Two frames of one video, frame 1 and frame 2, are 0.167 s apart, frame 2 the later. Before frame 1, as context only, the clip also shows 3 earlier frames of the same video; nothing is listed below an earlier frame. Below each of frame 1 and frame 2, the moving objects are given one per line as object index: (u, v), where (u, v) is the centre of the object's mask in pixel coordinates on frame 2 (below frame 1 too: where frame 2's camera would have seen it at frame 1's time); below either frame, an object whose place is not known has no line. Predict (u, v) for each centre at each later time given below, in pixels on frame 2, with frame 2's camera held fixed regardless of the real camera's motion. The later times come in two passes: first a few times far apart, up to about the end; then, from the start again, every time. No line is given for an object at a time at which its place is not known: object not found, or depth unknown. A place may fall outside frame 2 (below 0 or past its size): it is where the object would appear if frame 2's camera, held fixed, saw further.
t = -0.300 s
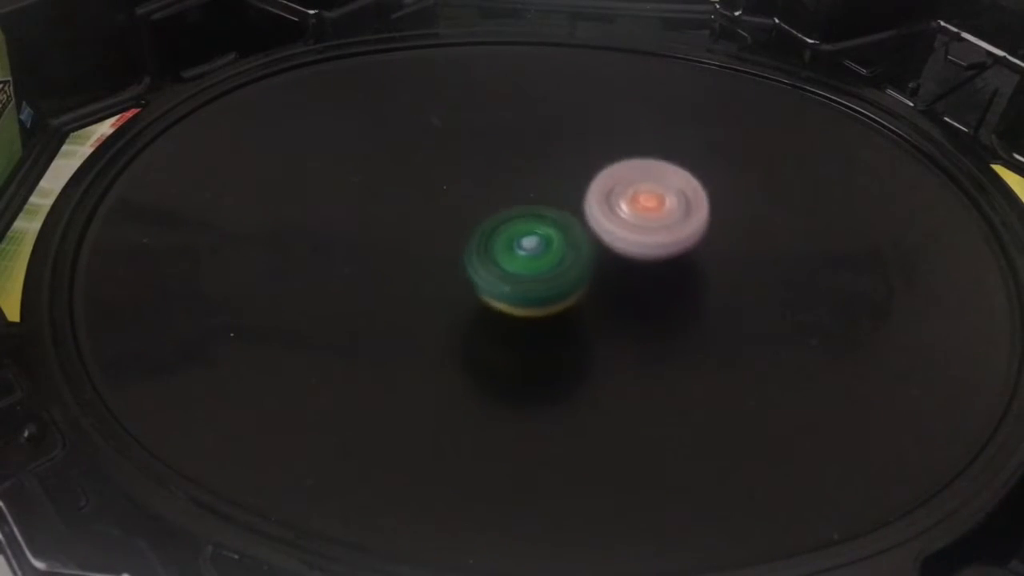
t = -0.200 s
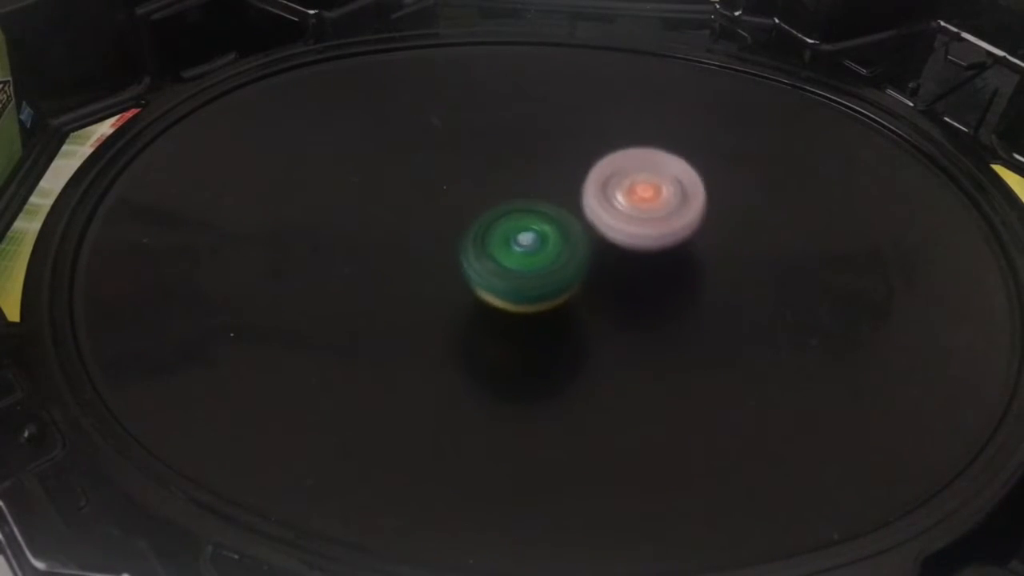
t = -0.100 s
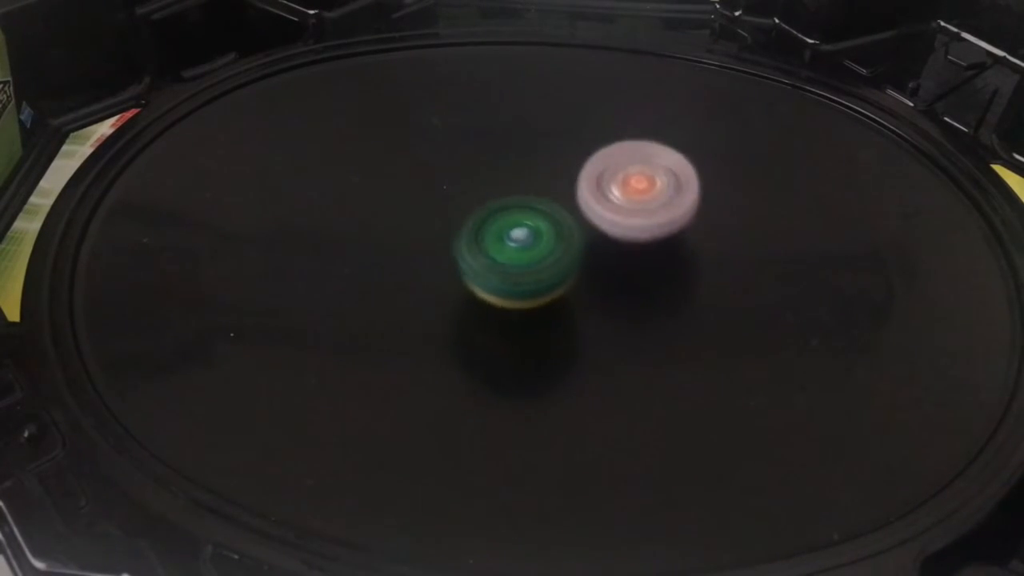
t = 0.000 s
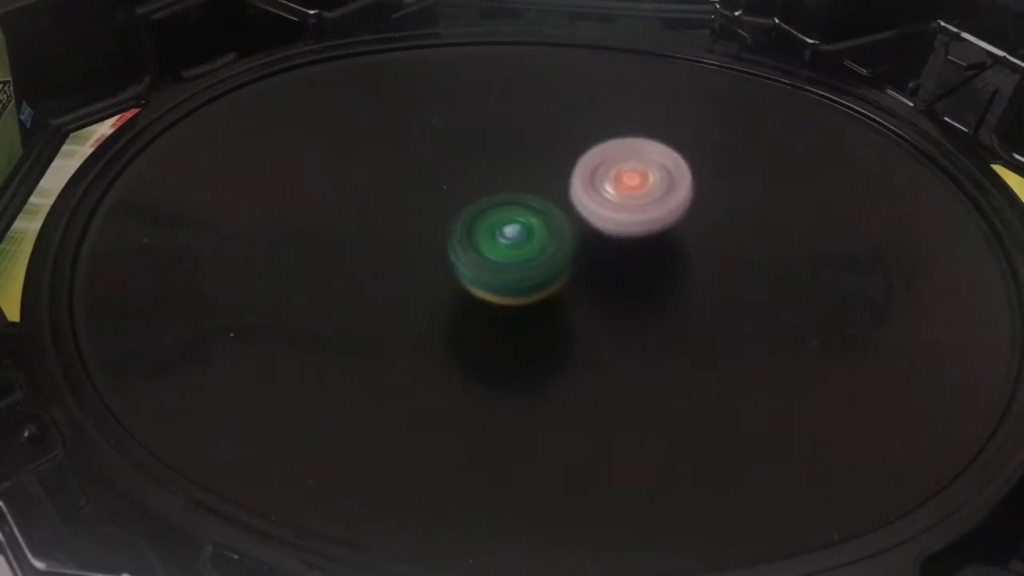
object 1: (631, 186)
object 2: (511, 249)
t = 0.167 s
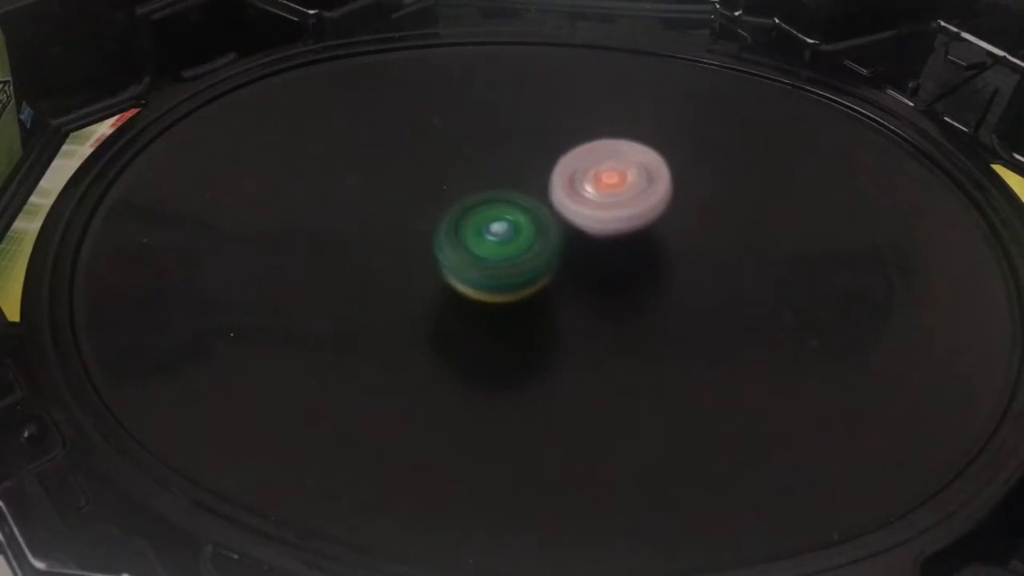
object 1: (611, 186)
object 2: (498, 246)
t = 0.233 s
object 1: (602, 187)
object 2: (491, 246)
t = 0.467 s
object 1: (573, 190)
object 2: (460, 261)
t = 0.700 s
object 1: (544, 188)
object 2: (447, 277)
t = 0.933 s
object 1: (529, 187)
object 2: (463, 286)
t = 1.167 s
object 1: (528, 182)
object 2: (497, 286)
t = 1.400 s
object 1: (533, 180)
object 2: (538, 287)
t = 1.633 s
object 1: (534, 183)
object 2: (580, 282)
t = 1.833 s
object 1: (517, 170)
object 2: (616, 288)
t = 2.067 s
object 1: (499, 176)
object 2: (621, 274)
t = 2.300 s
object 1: (478, 201)
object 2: (595, 254)
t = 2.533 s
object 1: (434, 213)
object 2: (569, 249)
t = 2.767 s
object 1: (410, 216)
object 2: (549, 259)
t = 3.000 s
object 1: (417, 226)
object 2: (541, 277)
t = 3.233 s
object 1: (409, 237)
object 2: (583, 296)
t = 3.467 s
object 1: (420, 259)
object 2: (607, 280)
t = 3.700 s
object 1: (442, 284)
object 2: (592, 250)
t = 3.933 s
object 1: (463, 303)
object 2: (550, 232)
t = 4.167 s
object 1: (458, 323)
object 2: (509, 231)
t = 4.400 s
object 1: (459, 327)
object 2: (484, 231)
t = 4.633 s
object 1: (478, 334)
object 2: (477, 228)
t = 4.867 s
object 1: (512, 335)
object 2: (488, 223)
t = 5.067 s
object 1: (549, 328)
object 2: (502, 226)
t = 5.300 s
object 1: (591, 320)
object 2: (516, 229)
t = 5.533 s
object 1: (628, 311)
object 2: (531, 227)
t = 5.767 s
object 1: (649, 298)
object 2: (544, 220)
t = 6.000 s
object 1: (664, 285)
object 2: (551, 220)
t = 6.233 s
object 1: (674, 273)
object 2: (540, 229)
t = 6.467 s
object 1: (674, 265)
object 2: (526, 247)
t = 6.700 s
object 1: (670, 250)
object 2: (522, 264)
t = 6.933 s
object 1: (671, 232)
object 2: (523, 282)
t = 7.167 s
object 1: (683, 219)
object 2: (509, 296)
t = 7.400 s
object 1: (659, 221)
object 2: (508, 295)
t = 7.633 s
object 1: (606, 206)
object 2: (510, 277)
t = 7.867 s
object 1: (580, 173)
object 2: (492, 276)
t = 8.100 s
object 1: (573, 172)
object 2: (472, 279)
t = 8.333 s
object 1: (552, 186)
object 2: (471, 279)
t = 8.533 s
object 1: (558, 164)
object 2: (471, 293)
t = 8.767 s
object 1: (542, 175)
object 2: (488, 279)
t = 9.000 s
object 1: (543, 176)
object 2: (480, 285)
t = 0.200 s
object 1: (606, 187)
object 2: (494, 246)
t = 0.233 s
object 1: (602, 187)
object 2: (491, 246)
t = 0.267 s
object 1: (600, 187)
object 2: (485, 249)
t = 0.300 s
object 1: (597, 188)
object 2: (479, 252)
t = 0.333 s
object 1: (591, 188)
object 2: (474, 254)
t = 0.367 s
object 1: (587, 188)
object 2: (471, 256)
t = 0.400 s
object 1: (582, 189)
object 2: (467, 258)
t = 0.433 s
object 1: (577, 189)
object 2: (463, 260)
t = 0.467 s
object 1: (573, 190)
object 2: (460, 261)
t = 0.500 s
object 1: (566, 191)
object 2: (458, 263)
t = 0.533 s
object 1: (559, 192)
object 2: (456, 264)
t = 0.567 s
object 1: (553, 192)
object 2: (454, 266)
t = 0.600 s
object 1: (548, 193)
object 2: (454, 267)
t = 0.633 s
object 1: (549, 190)
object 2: (449, 272)
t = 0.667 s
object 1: (548, 188)
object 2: (448, 276)
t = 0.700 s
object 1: (544, 188)
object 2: (447, 277)
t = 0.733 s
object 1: (542, 186)
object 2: (447, 279)
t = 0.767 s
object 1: (540, 185)
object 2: (448, 281)
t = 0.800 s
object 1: (537, 185)
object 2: (450, 283)
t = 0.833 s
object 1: (536, 185)
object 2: (452, 284)
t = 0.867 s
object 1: (534, 186)
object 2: (455, 286)
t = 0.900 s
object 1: (531, 186)
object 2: (459, 286)
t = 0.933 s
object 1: (529, 187)
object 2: (463, 286)
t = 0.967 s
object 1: (527, 189)
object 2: (468, 285)
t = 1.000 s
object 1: (528, 186)
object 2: (471, 288)
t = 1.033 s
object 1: (529, 184)
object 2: (476, 289)
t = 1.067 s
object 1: (527, 185)
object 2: (481, 288)
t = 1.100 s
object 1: (526, 184)
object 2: (486, 287)
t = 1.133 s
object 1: (526, 183)
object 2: (491, 286)
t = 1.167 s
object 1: (528, 182)
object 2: (497, 286)
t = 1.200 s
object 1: (528, 182)
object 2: (503, 286)
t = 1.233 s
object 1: (531, 181)
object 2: (508, 286)
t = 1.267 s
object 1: (530, 181)
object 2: (513, 285)
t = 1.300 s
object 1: (530, 181)
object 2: (520, 285)
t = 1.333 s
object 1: (532, 180)
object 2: (526, 286)
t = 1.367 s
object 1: (535, 179)
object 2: (533, 287)
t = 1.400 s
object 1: (533, 180)
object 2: (538, 287)
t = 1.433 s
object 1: (534, 181)
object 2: (544, 287)
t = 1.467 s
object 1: (535, 181)
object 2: (551, 287)
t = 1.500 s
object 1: (536, 179)
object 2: (558, 288)
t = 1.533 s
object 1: (536, 181)
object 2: (564, 287)
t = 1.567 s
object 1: (534, 181)
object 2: (568, 286)
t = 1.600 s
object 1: (535, 182)
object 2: (574, 284)
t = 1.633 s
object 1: (534, 183)
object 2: (580, 282)
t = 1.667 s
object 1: (534, 185)
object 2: (585, 281)
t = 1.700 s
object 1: (529, 178)
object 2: (595, 285)
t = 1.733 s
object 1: (526, 173)
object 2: (603, 287)
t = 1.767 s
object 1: (523, 173)
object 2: (606, 288)
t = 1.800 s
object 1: (520, 172)
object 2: (611, 288)
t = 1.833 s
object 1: (517, 170)
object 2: (616, 288)
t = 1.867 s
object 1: (514, 170)
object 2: (618, 287)
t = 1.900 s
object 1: (512, 170)
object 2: (621, 286)
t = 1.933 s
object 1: (509, 170)
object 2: (623, 284)
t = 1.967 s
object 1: (507, 171)
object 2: (623, 282)
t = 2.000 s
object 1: (505, 173)
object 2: (624, 279)
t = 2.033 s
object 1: (502, 174)
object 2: (623, 277)
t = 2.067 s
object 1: (499, 176)
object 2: (621, 274)
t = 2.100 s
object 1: (498, 179)
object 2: (619, 270)
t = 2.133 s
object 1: (494, 181)
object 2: (617, 268)
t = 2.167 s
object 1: (491, 185)
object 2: (612, 265)
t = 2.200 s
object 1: (489, 189)
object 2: (608, 261)
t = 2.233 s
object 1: (485, 192)
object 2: (604, 259)
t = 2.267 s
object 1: (481, 197)
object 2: (600, 257)
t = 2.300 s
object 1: (478, 201)
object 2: (595, 254)
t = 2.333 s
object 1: (472, 204)
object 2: (591, 251)
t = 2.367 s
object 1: (464, 206)
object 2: (588, 249)
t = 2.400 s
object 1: (458, 207)
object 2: (585, 248)
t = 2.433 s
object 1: (452, 210)
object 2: (581, 248)
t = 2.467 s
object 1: (445, 211)
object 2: (577, 248)
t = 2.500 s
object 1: (439, 212)
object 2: (574, 248)
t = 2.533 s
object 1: (434, 213)
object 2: (569, 249)
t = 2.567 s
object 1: (429, 214)
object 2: (566, 249)
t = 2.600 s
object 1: (424, 214)
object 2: (563, 250)
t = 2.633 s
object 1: (420, 214)
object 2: (559, 252)
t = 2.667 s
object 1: (416, 214)
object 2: (557, 253)
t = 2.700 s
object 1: (414, 215)
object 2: (554, 255)
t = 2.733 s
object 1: (412, 215)
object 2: (551, 257)
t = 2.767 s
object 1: (410, 216)
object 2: (549, 259)
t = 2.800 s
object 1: (410, 216)
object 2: (546, 261)
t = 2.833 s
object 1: (409, 217)
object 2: (544, 264)
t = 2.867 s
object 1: (410, 219)
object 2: (543, 266)
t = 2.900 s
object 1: (412, 220)
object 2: (542, 269)
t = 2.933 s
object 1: (412, 222)
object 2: (541, 272)
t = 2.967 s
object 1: (415, 224)
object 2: (541, 275)
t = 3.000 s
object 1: (417, 226)
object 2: (541, 277)
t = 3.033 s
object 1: (420, 230)
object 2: (542, 280)
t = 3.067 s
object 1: (414, 230)
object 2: (551, 285)
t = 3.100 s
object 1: (409, 227)
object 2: (562, 290)
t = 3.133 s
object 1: (409, 228)
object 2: (568, 292)
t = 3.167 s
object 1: (410, 232)
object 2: (572, 294)
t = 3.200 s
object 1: (408, 235)
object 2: (578, 296)
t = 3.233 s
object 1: (409, 237)
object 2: (583, 296)
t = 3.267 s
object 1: (411, 240)
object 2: (589, 295)
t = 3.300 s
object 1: (409, 243)
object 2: (593, 295)
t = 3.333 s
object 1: (411, 246)
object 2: (597, 292)
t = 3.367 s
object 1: (414, 249)
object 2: (601, 290)
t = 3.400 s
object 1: (414, 253)
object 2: (603, 287)
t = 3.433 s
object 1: (417, 256)
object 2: (606, 283)
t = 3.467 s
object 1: (420, 259)
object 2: (607, 280)
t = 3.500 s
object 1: (422, 263)
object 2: (606, 276)
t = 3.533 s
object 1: (425, 266)
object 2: (607, 272)
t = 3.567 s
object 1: (428, 269)
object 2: (605, 268)
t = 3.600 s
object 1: (431, 274)
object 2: (602, 263)
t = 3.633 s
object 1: (435, 276)
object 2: (600, 259)
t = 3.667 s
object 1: (437, 280)
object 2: (596, 254)
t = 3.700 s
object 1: (442, 284)
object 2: (592, 250)
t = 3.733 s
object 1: (444, 286)
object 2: (588, 246)
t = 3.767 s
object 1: (447, 290)
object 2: (581, 243)
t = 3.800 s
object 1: (452, 292)
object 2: (575, 240)
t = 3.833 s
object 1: (455, 295)
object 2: (569, 238)
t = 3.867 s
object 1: (459, 298)
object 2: (563, 236)
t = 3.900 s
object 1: (463, 300)
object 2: (558, 233)
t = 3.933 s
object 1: (463, 303)
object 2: (550, 232)
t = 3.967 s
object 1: (460, 308)
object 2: (544, 229)
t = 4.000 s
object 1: (457, 312)
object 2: (535, 228)
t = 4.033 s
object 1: (458, 315)
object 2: (530, 229)
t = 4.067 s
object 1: (459, 318)
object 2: (525, 228)
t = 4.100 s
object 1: (458, 320)
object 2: (518, 229)
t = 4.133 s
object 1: (458, 322)
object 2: (513, 229)
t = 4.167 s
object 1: (458, 323)
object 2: (509, 231)
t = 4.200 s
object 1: (458, 323)
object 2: (503, 232)
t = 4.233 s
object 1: (456, 328)
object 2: (499, 232)
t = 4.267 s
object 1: (451, 329)
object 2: (494, 231)
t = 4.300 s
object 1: (453, 327)
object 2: (491, 232)
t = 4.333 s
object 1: (458, 327)
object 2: (490, 231)
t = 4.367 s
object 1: (458, 328)
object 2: (486, 231)
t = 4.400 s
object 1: (459, 327)
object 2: (484, 231)
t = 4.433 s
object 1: (458, 328)
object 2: (482, 231)
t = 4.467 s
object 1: (459, 327)
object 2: (480, 230)
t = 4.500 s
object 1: (466, 328)
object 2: (480, 230)
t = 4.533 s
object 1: (468, 329)
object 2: (479, 230)
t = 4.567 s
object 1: (472, 328)
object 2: (479, 229)
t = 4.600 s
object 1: (477, 329)
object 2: (479, 229)
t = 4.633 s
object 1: (478, 334)
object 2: (477, 228)
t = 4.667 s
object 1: (480, 332)
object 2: (478, 227)
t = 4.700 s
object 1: (486, 331)
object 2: (480, 225)
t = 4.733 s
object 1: (493, 334)
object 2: (481, 224)
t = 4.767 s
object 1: (496, 334)
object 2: (482, 224)
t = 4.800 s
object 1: (501, 334)
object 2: (485, 224)
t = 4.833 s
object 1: (509, 333)
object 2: (486, 223)
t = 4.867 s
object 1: (512, 335)
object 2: (488, 223)
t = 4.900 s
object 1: (518, 334)
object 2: (491, 224)
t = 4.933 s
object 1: (525, 332)
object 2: (493, 223)
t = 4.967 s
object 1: (531, 333)
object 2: (496, 224)
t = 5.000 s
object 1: (536, 331)
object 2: (498, 224)
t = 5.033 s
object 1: (541, 330)
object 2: (501, 225)
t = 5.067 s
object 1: (549, 328)
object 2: (502, 226)
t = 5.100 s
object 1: (554, 328)
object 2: (504, 226)
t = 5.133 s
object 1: (561, 326)
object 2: (507, 227)
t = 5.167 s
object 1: (567, 324)
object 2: (508, 227)
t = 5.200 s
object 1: (573, 324)
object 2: (510, 228)
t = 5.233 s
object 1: (579, 323)
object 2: (512, 229)
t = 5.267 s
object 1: (584, 322)
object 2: (514, 229)
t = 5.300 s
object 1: (591, 320)
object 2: (516, 229)
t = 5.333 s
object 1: (596, 318)
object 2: (519, 229)
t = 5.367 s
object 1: (602, 318)
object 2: (521, 229)
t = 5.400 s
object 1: (608, 316)
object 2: (523, 229)
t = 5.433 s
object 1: (612, 315)
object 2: (526, 229)
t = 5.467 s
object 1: (619, 314)
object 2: (528, 229)
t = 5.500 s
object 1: (622, 313)
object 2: (530, 227)
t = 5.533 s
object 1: (628, 311)
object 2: (531, 227)
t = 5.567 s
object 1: (632, 309)
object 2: (533, 225)
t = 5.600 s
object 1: (635, 308)
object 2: (534, 224)
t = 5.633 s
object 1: (638, 306)
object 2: (536, 223)
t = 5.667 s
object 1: (640, 304)
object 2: (539, 222)
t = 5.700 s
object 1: (645, 302)
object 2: (540, 221)
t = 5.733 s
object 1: (646, 300)
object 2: (543, 220)
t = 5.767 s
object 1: (649, 298)
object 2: (544, 220)
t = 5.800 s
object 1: (651, 295)
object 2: (547, 219)
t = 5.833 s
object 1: (652, 294)
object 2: (548, 219)
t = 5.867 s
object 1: (654, 290)
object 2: (549, 219)
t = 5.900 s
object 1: (654, 287)
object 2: (551, 219)
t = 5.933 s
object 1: (657, 284)
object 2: (552, 220)
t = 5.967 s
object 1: (659, 281)
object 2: (554, 220)
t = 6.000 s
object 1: (664, 285)
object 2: (551, 220)
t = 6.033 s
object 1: (663, 283)
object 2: (550, 221)
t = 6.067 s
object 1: (664, 281)
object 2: (549, 222)
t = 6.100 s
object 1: (669, 278)
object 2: (548, 222)
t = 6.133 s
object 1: (671, 278)
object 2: (546, 224)
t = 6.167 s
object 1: (672, 277)
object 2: (546, 226)
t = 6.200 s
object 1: (673, 274)
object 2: (543, 227)
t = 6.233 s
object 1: (674, 273)
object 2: (540, 229)
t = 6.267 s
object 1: (674, 273)
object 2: (539, 232)
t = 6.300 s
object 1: (671, 271)
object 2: (536, 234)
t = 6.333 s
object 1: (671, 268)
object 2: (536, 236)
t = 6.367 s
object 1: (669, 266)
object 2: (534, 239)
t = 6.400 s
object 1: (667, 264)
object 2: (535, 241)
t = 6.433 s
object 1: (672, 263)
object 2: (529, 244)
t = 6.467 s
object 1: (674, 265)
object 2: (526, 247)
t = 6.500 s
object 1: (672, 263)
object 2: (525, 249)
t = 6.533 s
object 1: (672, 260)
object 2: (523, 251)
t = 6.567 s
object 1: (675, 258)
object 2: (521, 254)
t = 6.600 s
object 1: (673, 257)
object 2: (521, 257)
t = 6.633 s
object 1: (671, 255)
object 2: (522, 259)
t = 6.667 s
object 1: (670, 251)
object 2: (521, 261)
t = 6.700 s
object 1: (670, 250)
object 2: (522, 264)
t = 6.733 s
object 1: (667, 248)
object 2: (523, 267)
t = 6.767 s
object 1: (663, 246)
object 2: (525, 268)
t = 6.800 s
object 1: (662, 243)
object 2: (526, 271)
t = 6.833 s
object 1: (663, 241)
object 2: (527, 273)
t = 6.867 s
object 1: (663, 239)
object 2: (528, 276)
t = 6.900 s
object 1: (660, 236)
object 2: (531, 277)
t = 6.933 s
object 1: (671, 232)
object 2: (523, 282)
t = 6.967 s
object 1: (676, 229)
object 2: (520, 285)
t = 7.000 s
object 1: (679, 228)
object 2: (518, 288)
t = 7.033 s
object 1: (679, 223)
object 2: (517, 289)
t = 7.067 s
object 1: (682, 222)
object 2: (514, 291)
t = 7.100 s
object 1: (683, 220)
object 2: (512, 294)
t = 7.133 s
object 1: (684, 220)
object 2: (511, 295)
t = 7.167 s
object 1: (683, 219)
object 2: (509, 296)
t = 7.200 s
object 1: (682, 219)
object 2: (508, 298)
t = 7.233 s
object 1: (681, 219)
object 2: (508, 298)
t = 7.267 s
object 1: (678, 220)
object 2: (508, 298)
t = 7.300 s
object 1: (675, 220)
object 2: (507, 298)
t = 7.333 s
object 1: (670, 221)
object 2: (508, 298)
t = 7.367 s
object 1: (666, 221)
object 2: (507, 296)
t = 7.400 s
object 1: (659, 221)
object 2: (508, 295)
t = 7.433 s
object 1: (654, 221)
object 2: (508, 293)
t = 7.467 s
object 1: (645, 220)
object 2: (508, 290)
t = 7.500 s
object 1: (638, 218)
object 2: (508, 288)
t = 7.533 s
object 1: (629, 216)
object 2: (509, 285)
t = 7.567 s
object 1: (622, 213)
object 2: (509, 283)
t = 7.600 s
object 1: (613, 209)
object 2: (510, 280)
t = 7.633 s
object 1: (606, 206)
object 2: (510, 277)
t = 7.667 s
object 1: (599, 200)
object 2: (508, 275)
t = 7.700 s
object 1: (596, 194)
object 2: (506, 276)
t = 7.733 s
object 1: (590, 188)
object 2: (506, 275)
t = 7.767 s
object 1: (587, 184)
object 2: (500, 274)
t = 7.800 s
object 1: (584, 180)
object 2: (496, 275)
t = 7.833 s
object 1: (582, 177)
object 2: (494, 276)
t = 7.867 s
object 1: (580, 173)
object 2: (492, 276)
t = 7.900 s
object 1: (579, 172)
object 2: (487, 277)
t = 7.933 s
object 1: (578, 169)
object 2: (485, 278)
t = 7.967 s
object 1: (577, 169)
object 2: (482, 279)
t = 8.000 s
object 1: (576, 168)
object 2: (480, 278)
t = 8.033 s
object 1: (575, 169)
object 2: (476, 279)
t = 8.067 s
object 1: (575, 169)
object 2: (475, 279)
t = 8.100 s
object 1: (573, 172)
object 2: (472, 279)
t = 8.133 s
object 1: (571, 173)
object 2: (471, 278)
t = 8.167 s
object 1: (568, 176)
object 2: (471, 279)
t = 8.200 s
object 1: (565, 179)
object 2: (472, 277)
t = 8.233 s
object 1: (561, 182)
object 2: (472, 277)
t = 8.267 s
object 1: (557, 186)
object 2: (473, 275)
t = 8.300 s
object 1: (551, 189)
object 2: (474, 274)
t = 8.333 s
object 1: (552, 186)
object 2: (471, 279)
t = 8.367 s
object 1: (558, 175)
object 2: (467, 285)
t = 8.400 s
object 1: (566, 169)
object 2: (469, 288)
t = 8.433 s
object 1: (566, 168)
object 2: (468, 289)
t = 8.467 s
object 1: (563, 168)
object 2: (468, 290)
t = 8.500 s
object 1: (559, 166)
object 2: (468, 292)
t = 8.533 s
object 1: (558, 164)
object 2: (471, 293)
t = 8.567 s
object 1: (557, 164)
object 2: (475, 292)
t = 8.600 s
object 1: (556, 165)
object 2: (476, 291)
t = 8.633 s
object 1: (552, 166)
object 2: (478, 290)
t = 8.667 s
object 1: (551, 166)
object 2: (481, 289)
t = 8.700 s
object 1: (549, 169)
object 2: (485, 285)
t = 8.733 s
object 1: (546, 171)
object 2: (486, 283)
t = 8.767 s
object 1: (542, 175)
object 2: (488, 279)
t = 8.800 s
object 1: (539, 176)
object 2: (489, 277)
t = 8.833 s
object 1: (536, 177)
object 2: (491, 275)
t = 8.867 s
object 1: (538, 176)
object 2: (491, 277)
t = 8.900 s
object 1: (538, 178)
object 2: (492, 276)
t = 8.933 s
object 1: (537, 177)
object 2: (488, 277)
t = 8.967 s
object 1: (541, 174)
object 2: (482, 283)
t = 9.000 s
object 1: (543, 176)
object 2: (480, 285)
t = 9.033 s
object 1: (540, 177)
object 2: (479, 285)
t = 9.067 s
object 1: (536, 175)
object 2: (475, 286)
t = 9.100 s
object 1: (536, 174)
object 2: (471, 289)
